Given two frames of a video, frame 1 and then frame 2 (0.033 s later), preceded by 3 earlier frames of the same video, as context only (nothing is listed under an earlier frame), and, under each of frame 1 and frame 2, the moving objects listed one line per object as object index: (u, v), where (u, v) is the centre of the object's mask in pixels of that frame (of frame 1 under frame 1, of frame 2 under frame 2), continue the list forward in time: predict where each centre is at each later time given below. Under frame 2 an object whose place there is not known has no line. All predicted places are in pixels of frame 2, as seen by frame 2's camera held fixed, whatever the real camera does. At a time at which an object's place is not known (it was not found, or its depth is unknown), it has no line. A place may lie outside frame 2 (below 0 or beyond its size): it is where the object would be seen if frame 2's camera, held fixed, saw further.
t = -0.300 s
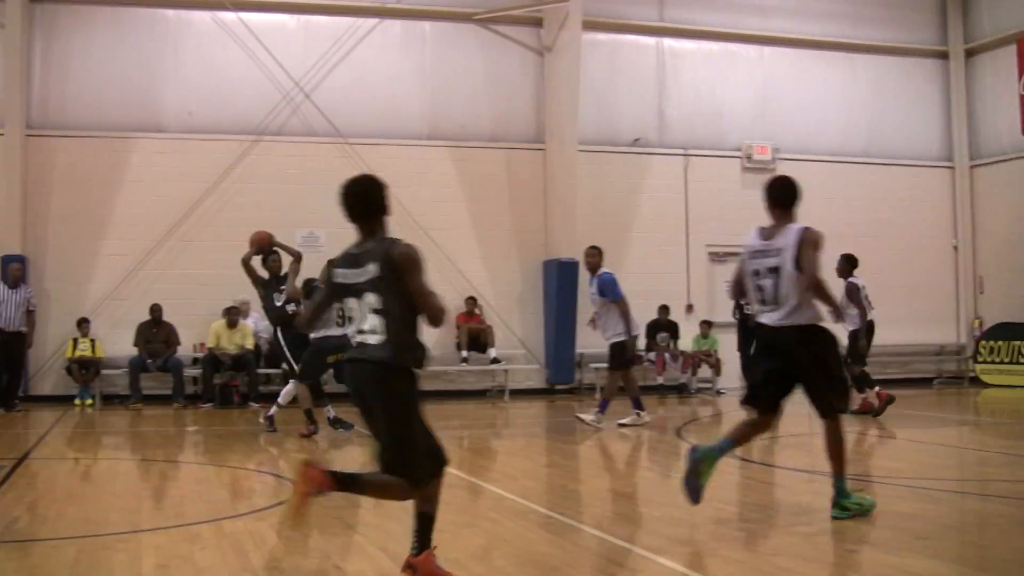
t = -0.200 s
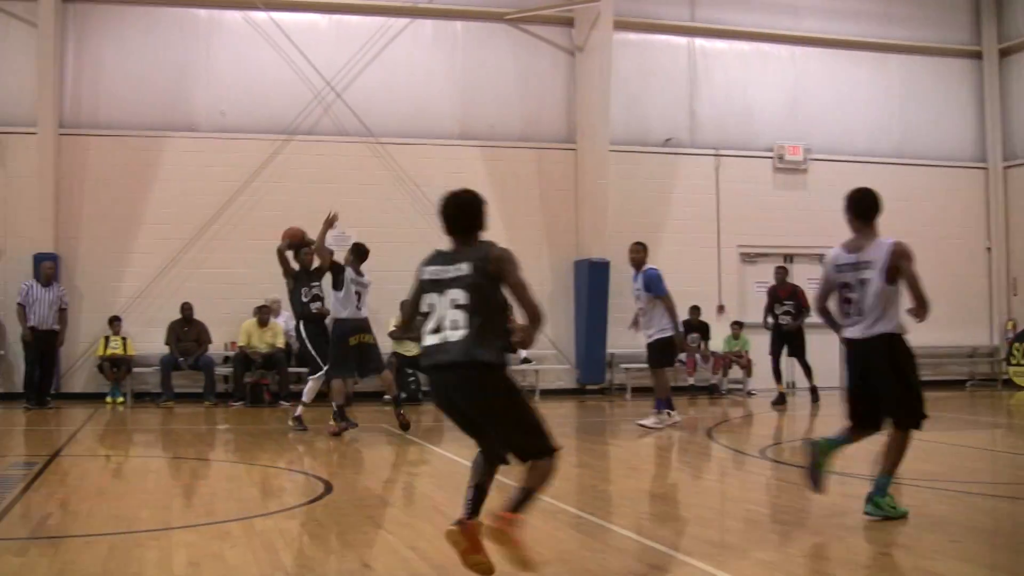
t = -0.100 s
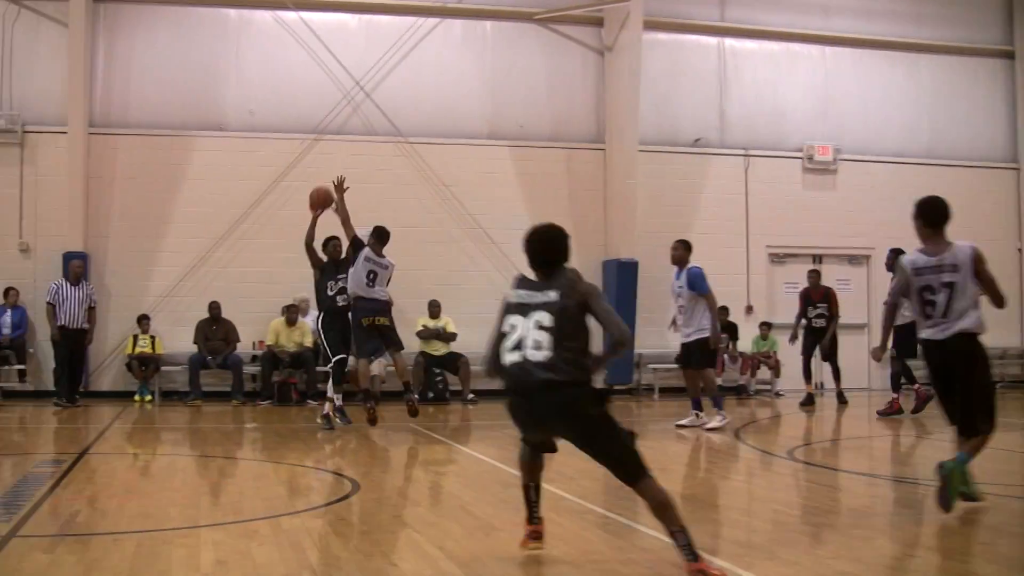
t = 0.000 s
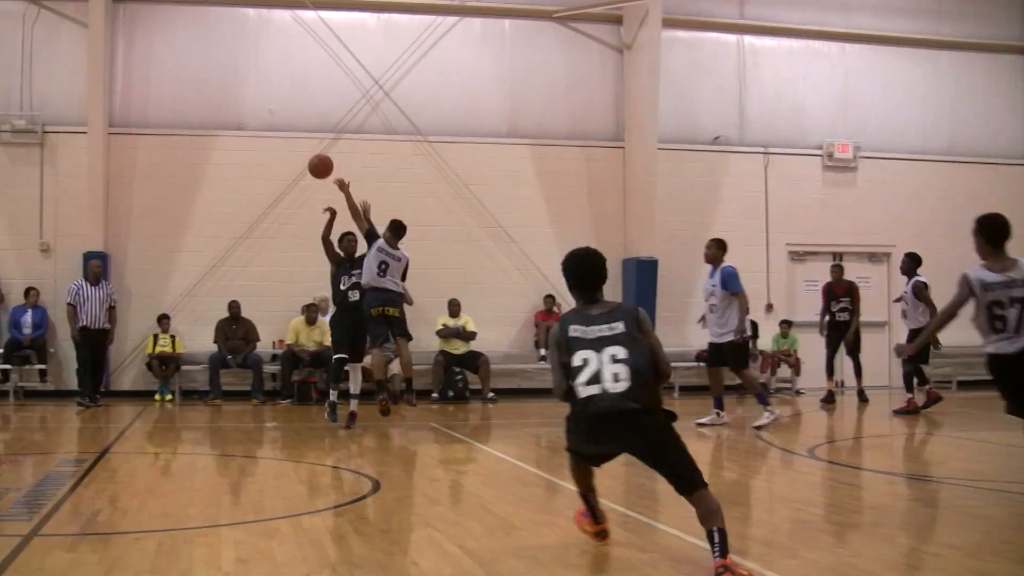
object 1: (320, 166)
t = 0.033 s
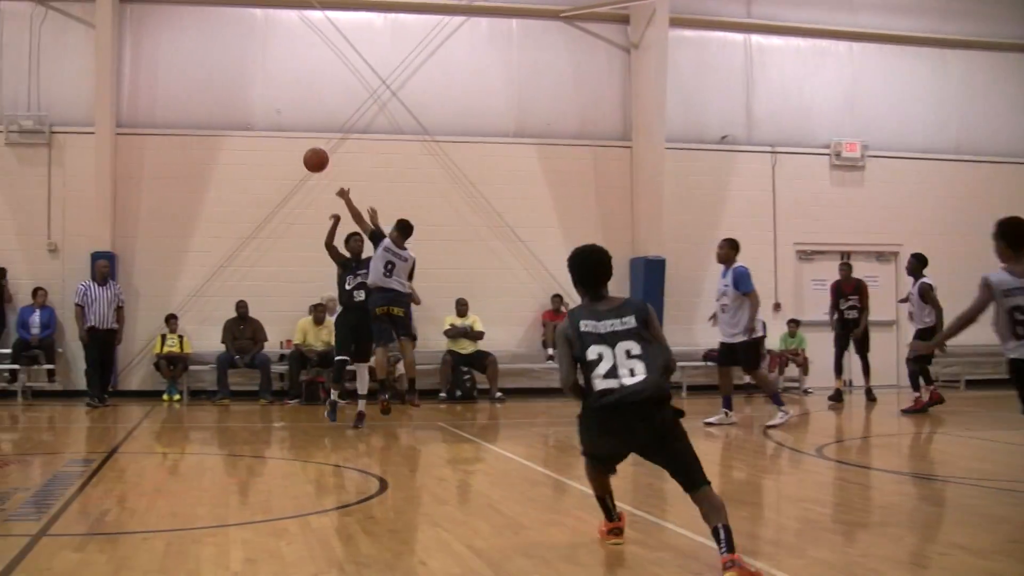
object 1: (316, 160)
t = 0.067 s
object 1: (301, 156)
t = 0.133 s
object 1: (276, 150)
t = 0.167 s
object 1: (264, 148)
